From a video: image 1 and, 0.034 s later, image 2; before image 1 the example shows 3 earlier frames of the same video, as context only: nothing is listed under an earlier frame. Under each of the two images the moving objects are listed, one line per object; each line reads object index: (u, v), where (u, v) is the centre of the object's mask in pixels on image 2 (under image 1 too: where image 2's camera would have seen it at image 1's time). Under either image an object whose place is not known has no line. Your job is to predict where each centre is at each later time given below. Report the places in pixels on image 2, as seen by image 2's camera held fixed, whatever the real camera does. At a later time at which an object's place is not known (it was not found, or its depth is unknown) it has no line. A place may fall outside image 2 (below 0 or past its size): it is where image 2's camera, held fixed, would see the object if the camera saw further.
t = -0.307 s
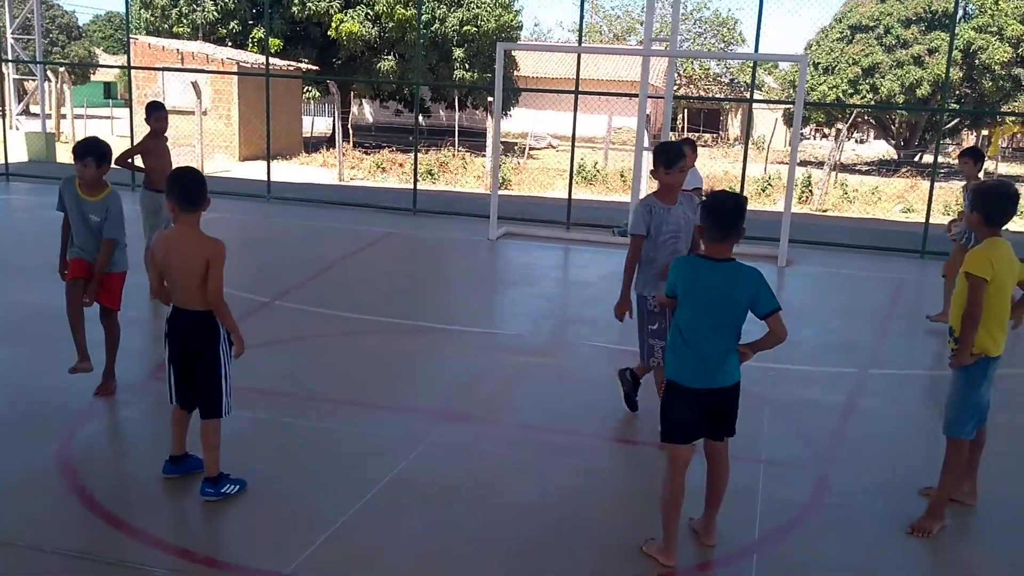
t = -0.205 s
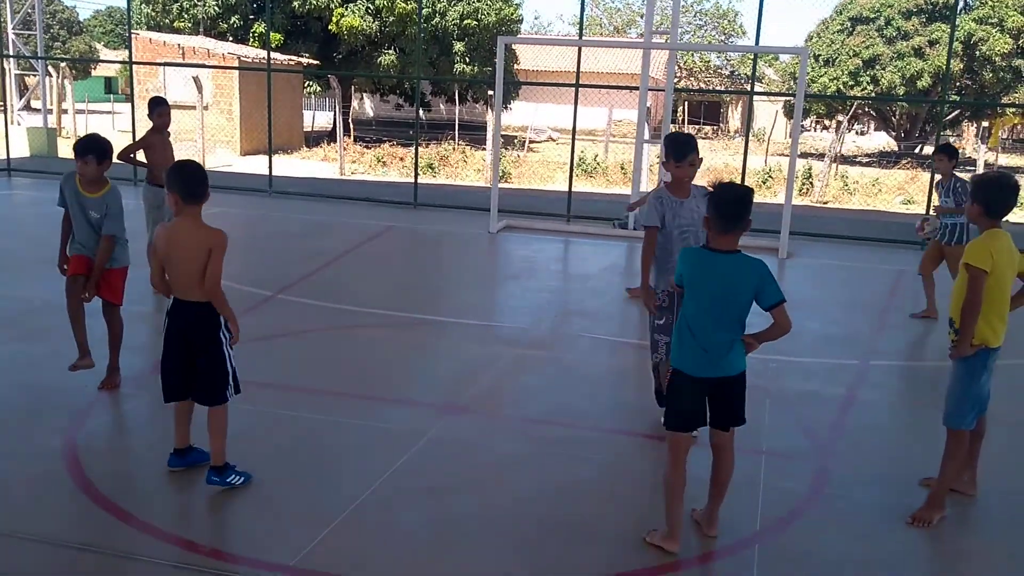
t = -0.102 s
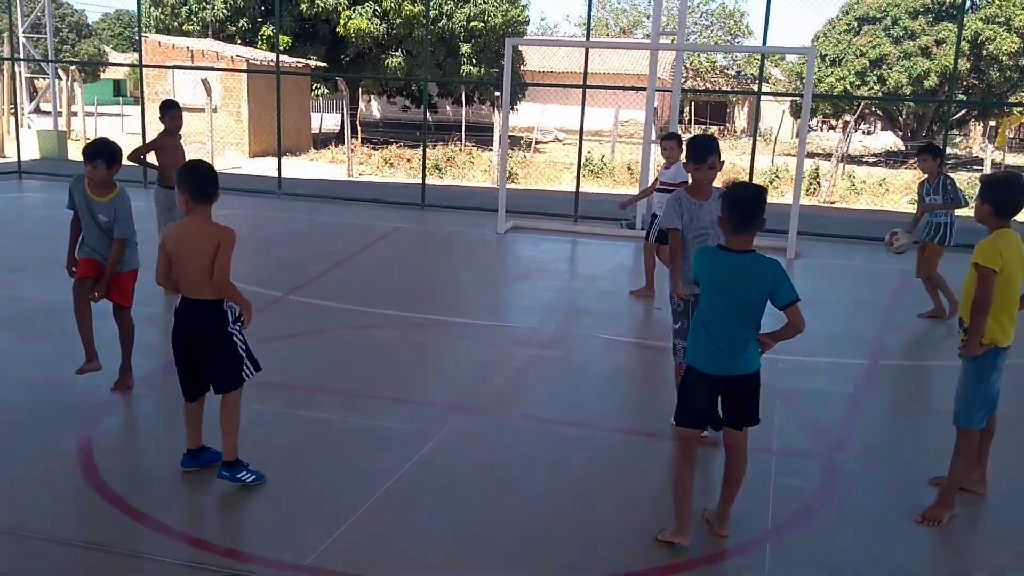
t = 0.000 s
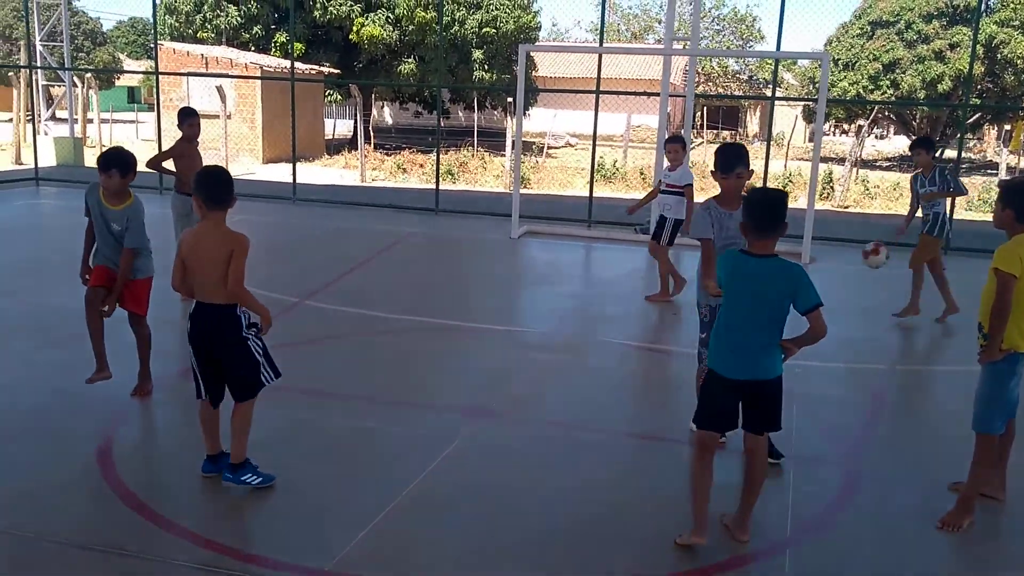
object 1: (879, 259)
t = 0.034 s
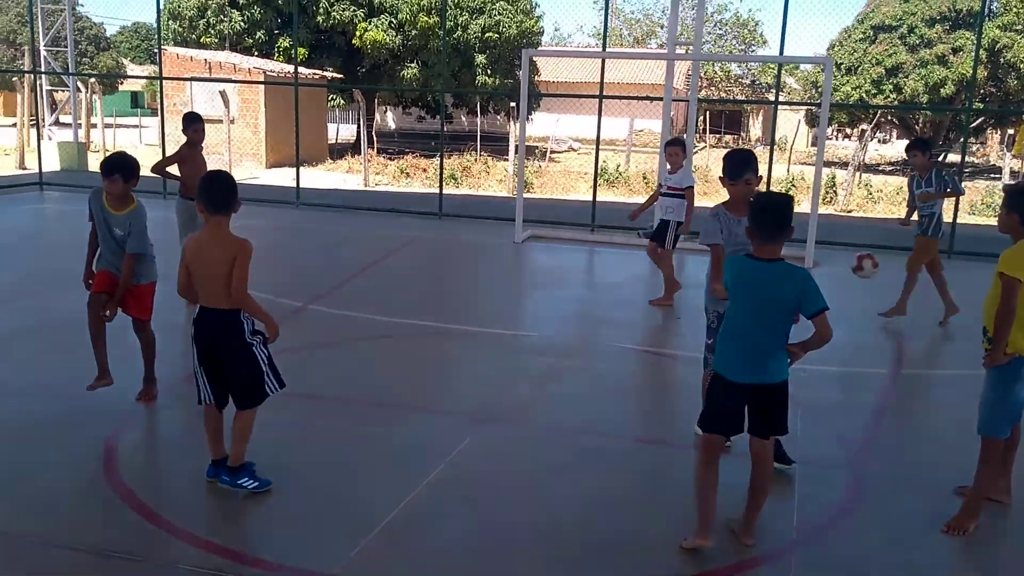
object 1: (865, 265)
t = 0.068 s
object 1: (851, 273)
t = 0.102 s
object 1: (835, 281)
